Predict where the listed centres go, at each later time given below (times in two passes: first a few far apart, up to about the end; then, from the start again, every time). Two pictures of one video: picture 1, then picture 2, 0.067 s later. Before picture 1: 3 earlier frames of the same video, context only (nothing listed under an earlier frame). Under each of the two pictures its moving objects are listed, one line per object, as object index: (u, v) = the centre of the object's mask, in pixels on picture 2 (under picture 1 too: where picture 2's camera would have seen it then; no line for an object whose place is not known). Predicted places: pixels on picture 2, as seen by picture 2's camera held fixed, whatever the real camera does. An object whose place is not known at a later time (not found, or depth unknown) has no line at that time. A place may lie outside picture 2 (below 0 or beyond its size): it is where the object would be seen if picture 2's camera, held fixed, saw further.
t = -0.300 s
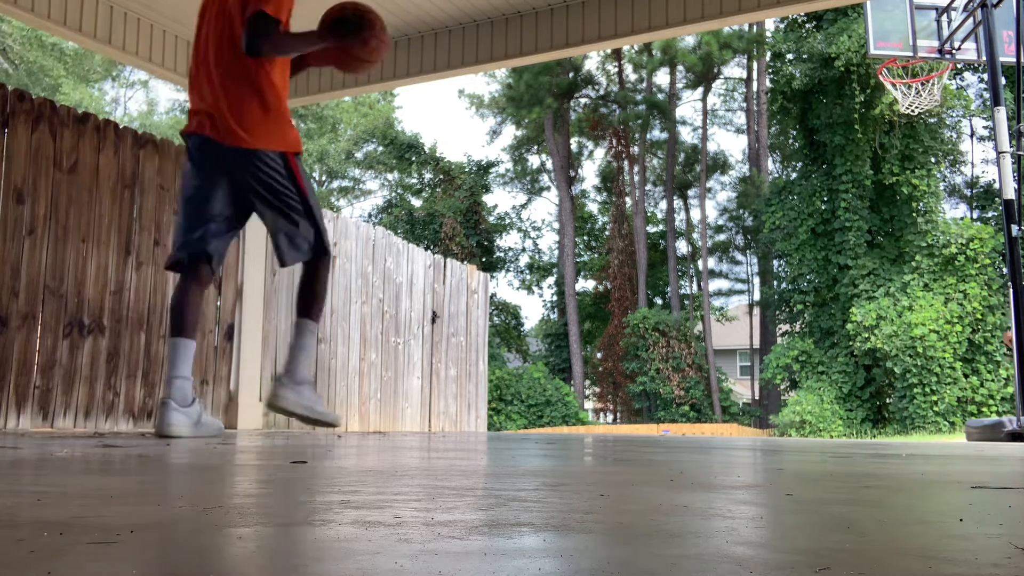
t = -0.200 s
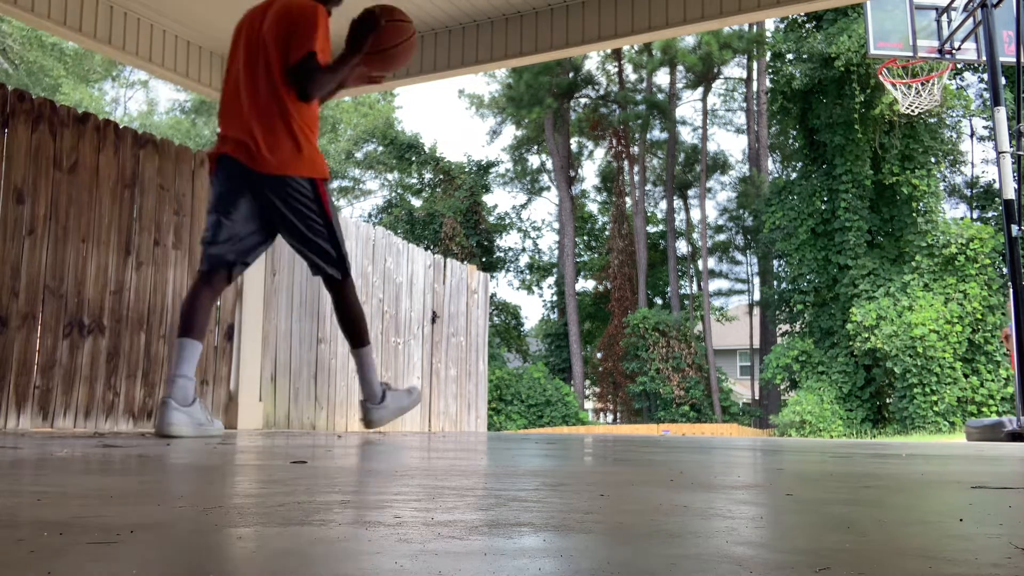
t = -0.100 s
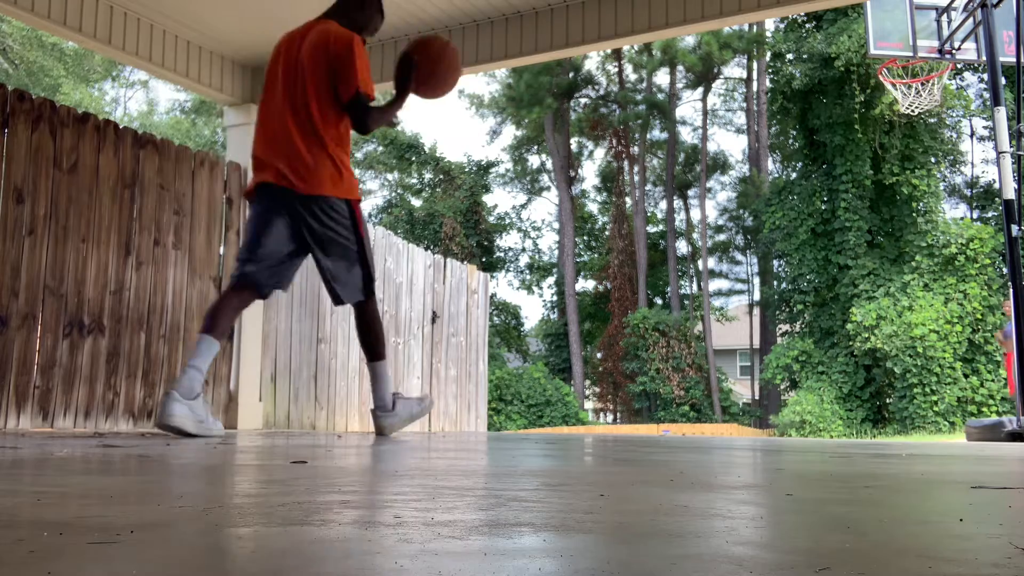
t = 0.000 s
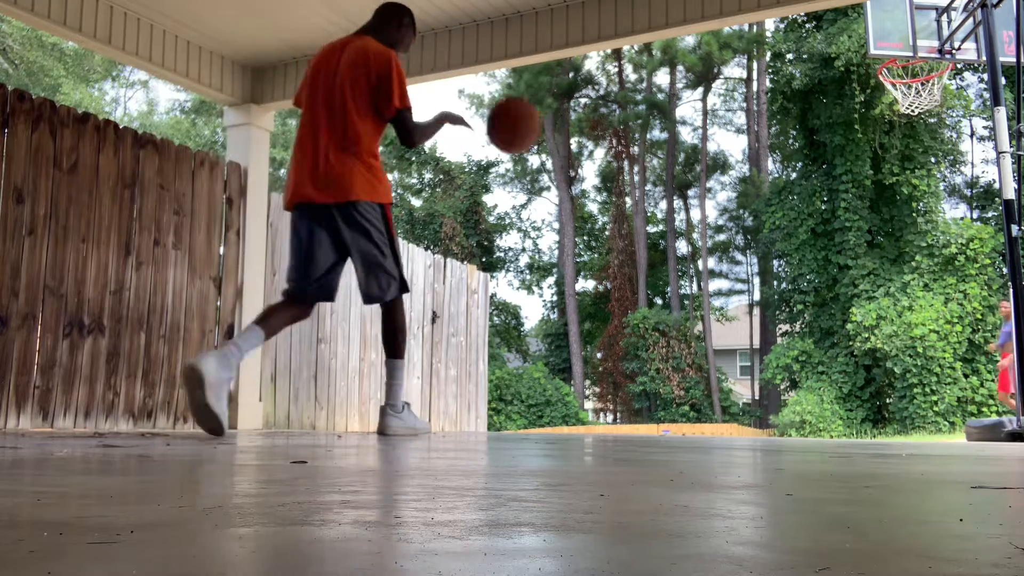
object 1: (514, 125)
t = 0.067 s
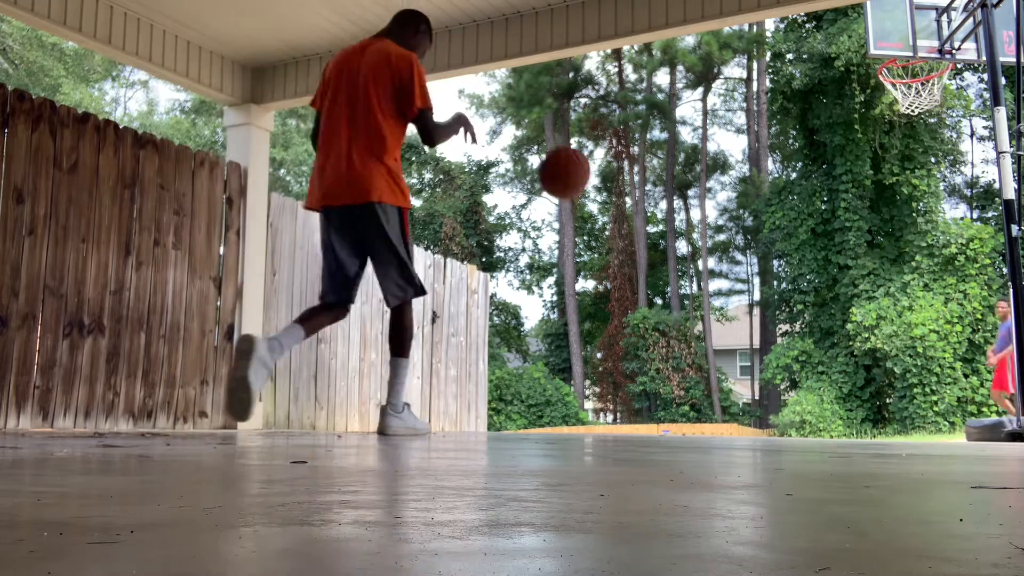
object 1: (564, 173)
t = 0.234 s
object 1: (671, 310)
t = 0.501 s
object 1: (765, 336)
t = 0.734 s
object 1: (809, 296)
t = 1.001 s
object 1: (854, 352)
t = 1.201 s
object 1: (883, 423)
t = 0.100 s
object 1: (588, 198)
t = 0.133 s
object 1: (611, 226)
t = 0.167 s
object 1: (632, 252)
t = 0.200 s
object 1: (653, 281)
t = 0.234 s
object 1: (671, 310)
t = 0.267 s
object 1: (689, 339)
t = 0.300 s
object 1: (707, 369)
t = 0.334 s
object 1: (724, 400)
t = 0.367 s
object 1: (737, 409)
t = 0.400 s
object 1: (745, 387)
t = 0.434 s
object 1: (751, 367)
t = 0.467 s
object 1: (758, 351)
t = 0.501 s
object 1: (765, 336)
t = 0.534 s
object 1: (771, 324)
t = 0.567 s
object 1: (778, 314)
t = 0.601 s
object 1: (783, 306)
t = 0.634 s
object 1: (791, 301)
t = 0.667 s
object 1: (797, 297)
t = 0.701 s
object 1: (803, 295)
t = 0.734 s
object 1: (809, 296)
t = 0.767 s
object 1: (814, 297)
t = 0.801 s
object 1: (820, 301)
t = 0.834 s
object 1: (826, 305)
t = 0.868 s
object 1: (831, 312)
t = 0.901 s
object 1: (837, 319)
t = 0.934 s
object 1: (842, 329)
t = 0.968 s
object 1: (848, 340)
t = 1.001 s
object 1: (854, 352)
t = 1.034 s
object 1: (859, 366)
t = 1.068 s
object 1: (864, 381)
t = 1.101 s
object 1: (869, 397)
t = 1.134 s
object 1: (874, 414)
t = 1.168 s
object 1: (880, 428)
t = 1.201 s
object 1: (883, 423)
